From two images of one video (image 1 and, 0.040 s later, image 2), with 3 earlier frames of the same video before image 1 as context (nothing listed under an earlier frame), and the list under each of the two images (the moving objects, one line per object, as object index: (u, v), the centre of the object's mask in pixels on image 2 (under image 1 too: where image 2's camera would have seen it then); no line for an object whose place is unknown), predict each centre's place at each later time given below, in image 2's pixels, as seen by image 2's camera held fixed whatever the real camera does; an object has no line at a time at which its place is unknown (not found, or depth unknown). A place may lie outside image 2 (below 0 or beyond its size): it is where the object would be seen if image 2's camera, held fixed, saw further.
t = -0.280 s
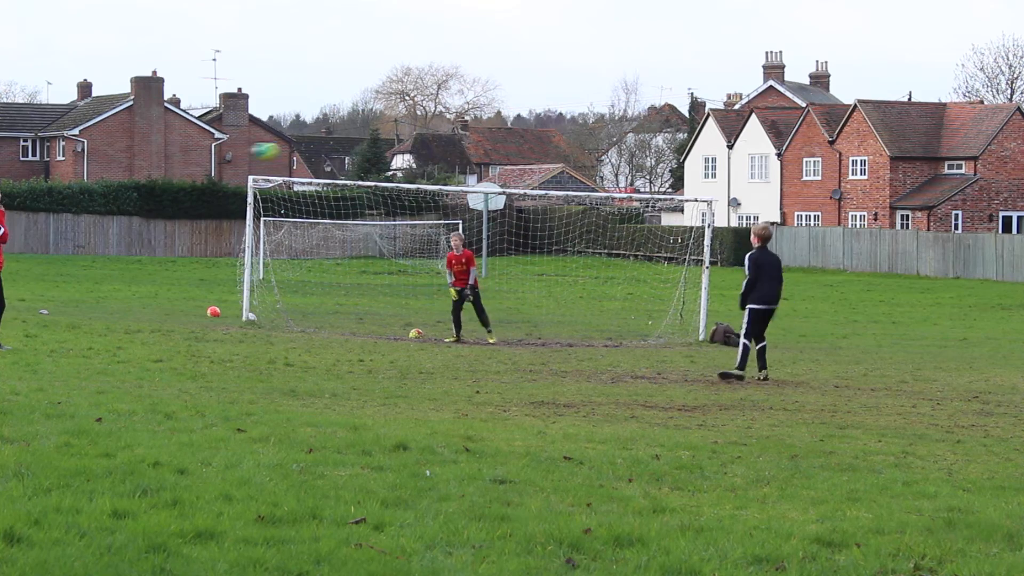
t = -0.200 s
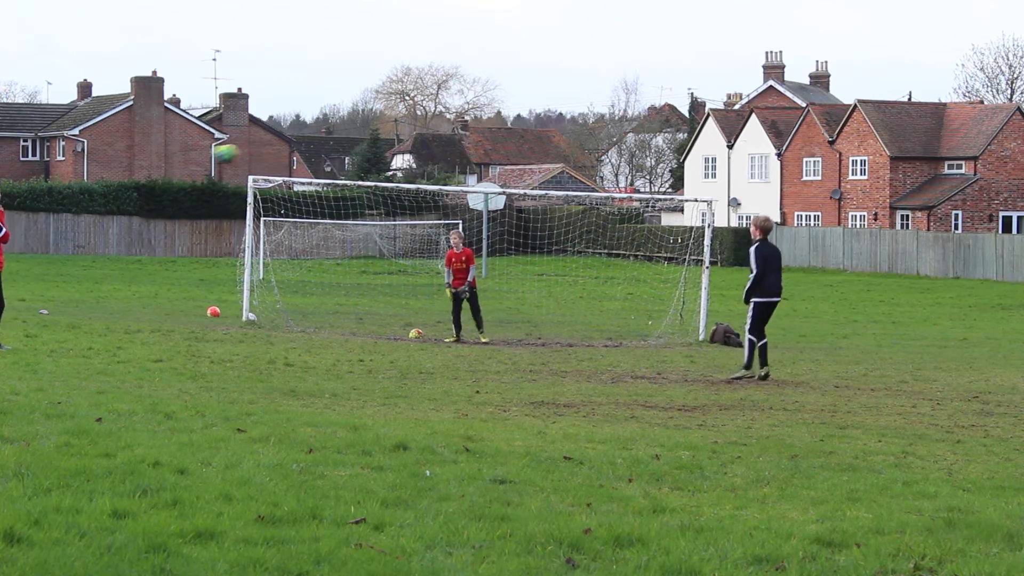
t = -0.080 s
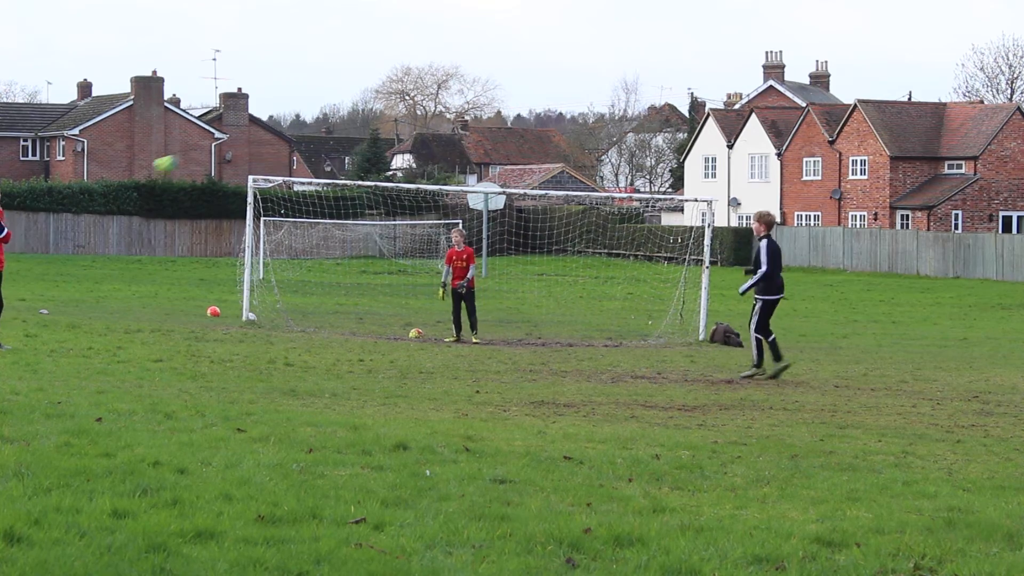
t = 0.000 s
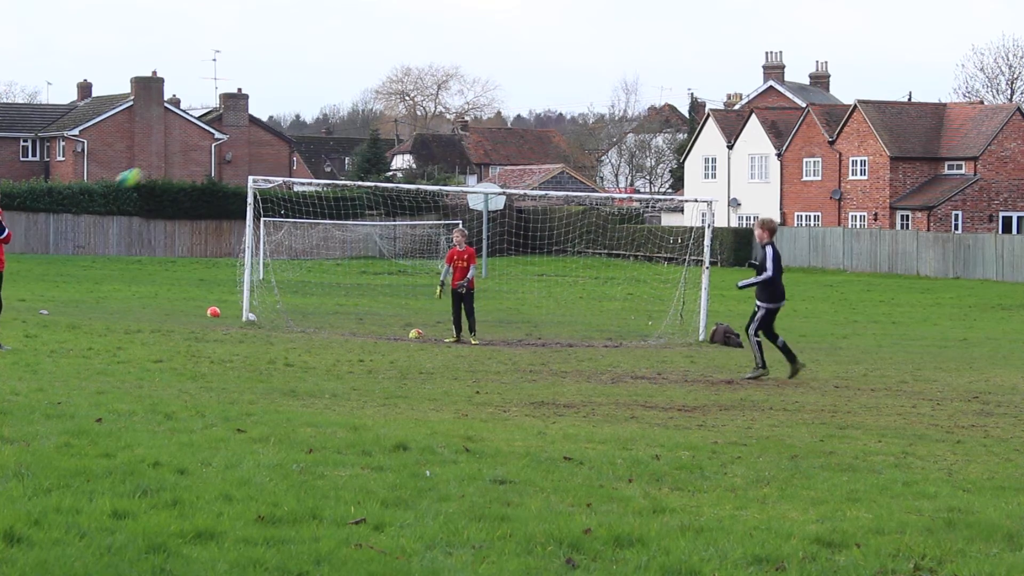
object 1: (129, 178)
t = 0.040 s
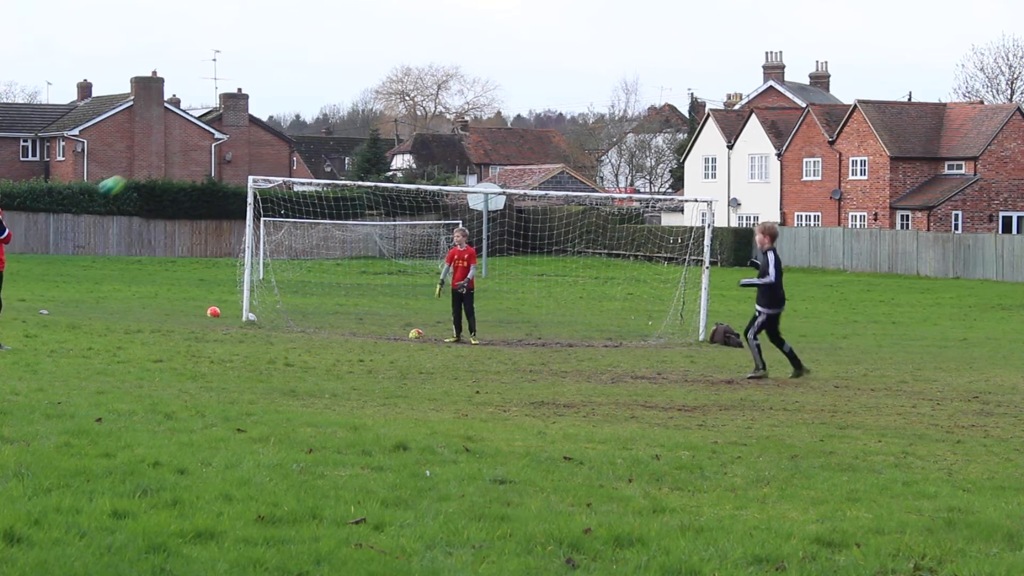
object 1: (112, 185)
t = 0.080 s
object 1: (95, 195)
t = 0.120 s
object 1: (77, 204)
